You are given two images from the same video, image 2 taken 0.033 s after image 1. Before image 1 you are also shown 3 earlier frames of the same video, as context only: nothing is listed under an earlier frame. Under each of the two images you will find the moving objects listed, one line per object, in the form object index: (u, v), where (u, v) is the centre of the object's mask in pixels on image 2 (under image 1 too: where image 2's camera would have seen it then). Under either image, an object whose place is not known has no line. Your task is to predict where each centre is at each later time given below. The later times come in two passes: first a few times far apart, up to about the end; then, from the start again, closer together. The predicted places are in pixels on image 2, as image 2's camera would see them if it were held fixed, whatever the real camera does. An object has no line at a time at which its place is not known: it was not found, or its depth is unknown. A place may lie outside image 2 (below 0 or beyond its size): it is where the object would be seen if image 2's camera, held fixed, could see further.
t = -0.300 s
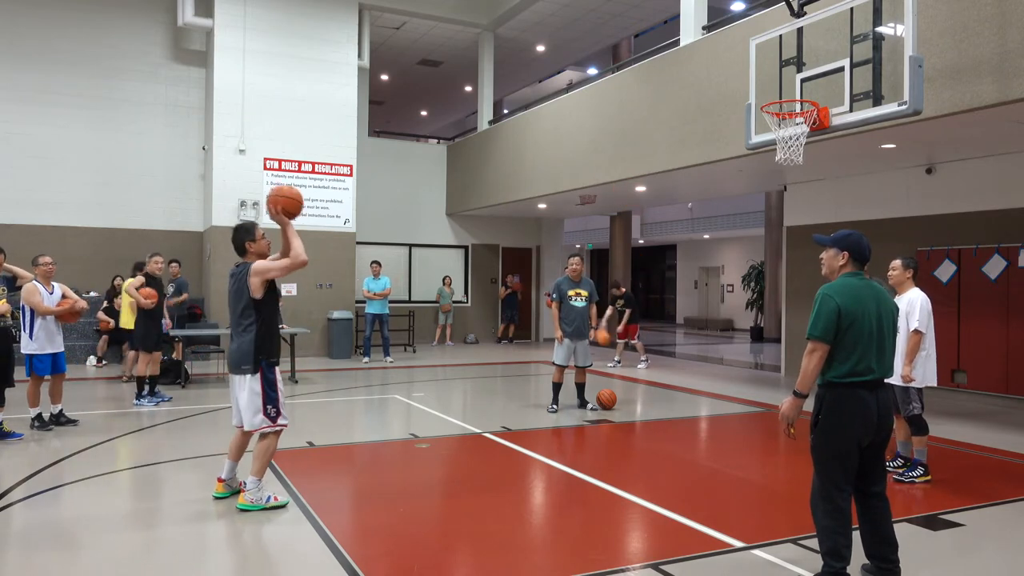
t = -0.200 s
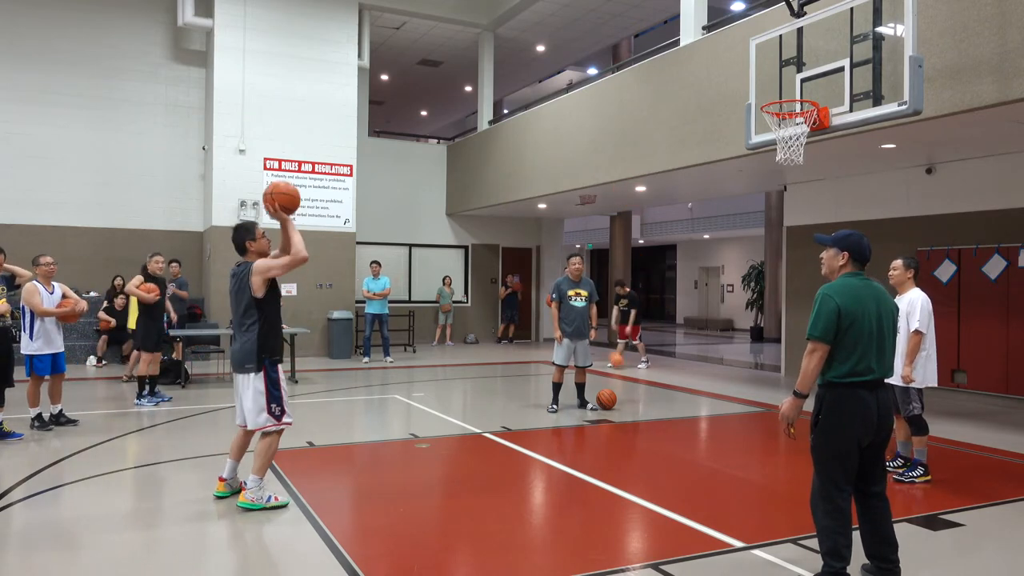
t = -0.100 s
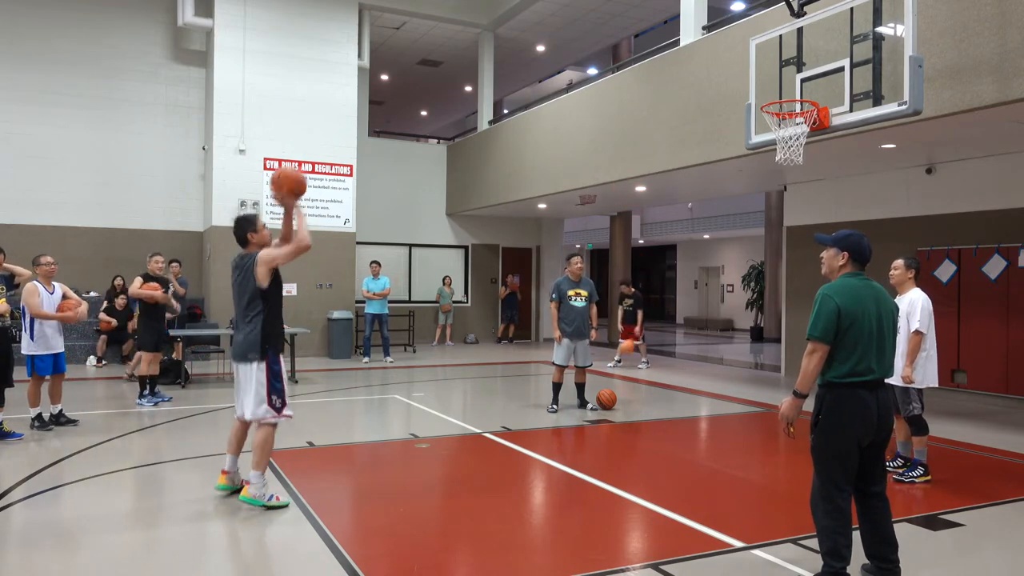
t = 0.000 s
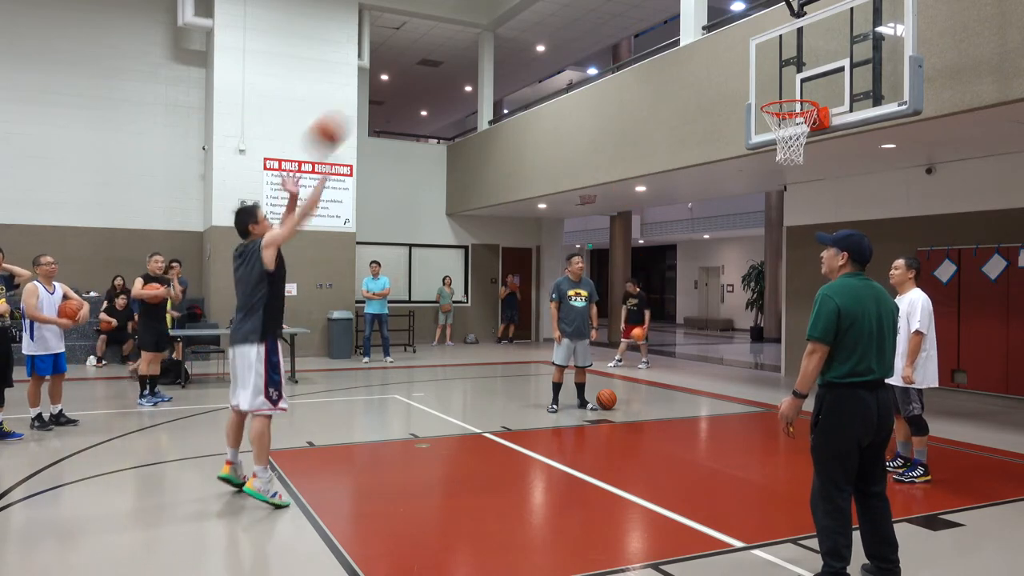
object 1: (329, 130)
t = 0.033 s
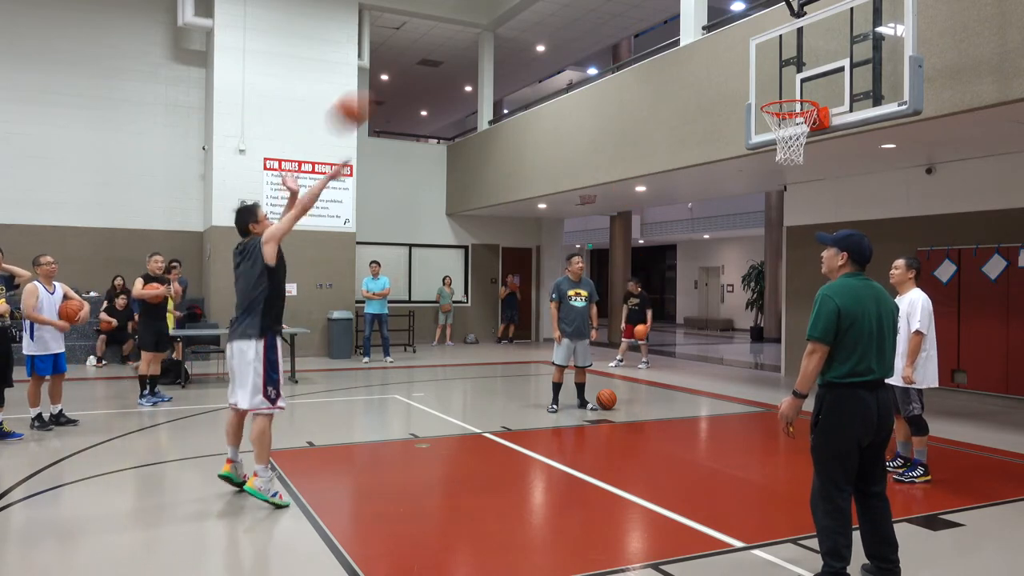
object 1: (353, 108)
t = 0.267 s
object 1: (495, 12)
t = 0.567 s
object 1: (651, 5)
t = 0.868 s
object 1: (781, 87)
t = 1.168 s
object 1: (771, 87)
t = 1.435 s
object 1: (750, 102)
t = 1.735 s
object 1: (724, 215)
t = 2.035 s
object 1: (698, 446)
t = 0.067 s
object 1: (376, 86)
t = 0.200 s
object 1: (456, 30)
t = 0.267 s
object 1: (495, 12)
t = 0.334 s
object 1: (533, 5)
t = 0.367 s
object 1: (551, 4)
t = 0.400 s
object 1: (569, 3)
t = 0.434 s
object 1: (586, 2)
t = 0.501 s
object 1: (619, 3)
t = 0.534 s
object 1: (635, 4)
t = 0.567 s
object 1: (651, 5)
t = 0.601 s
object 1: (667, 7)
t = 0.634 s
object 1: (680, 9)
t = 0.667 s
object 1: (701, 17)
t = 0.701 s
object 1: (714, 25)
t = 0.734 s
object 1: (727, 35)
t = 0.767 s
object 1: (740, 46)
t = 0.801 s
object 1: (755, 59)
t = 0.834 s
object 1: (768, 72)
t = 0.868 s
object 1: (781, 87)
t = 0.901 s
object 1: (790, 91)
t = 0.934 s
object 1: (799, 94)
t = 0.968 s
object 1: (803, 101)
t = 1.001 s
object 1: (795, 101)
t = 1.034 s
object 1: (784, 101)
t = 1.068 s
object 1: (779, 102)
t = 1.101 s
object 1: (776, 92)
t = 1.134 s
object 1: (774, 89)
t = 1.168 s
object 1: (771, 87)
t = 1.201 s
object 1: (769, 84)
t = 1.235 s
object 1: (766, 83)
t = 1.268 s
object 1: (764, 83)
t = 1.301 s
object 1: (761, 84)
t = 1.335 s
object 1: (759, 87)
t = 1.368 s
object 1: (756, 91)
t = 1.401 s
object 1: (753, 95)
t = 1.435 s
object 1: (750, 102)
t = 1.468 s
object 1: (748, 109)
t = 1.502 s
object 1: (744, 117)
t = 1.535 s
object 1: (741, 128)
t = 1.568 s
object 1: (739, 139)
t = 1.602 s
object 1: (736, 153)
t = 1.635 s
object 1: (733, 167)
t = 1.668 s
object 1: (731, 182)
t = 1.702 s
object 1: (728, 197)
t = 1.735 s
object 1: (724, 215)
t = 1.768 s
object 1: (722, 235)
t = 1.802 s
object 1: (719, 255)
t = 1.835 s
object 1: (715, 279)
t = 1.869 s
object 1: (712, 305)
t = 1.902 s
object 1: (709, 327)
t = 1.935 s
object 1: (707, 357)
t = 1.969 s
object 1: (705, 381)
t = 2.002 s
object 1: (701, 410)
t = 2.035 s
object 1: (698, 446)
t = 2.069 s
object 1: (694, 431)
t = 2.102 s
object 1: (692, 408)
